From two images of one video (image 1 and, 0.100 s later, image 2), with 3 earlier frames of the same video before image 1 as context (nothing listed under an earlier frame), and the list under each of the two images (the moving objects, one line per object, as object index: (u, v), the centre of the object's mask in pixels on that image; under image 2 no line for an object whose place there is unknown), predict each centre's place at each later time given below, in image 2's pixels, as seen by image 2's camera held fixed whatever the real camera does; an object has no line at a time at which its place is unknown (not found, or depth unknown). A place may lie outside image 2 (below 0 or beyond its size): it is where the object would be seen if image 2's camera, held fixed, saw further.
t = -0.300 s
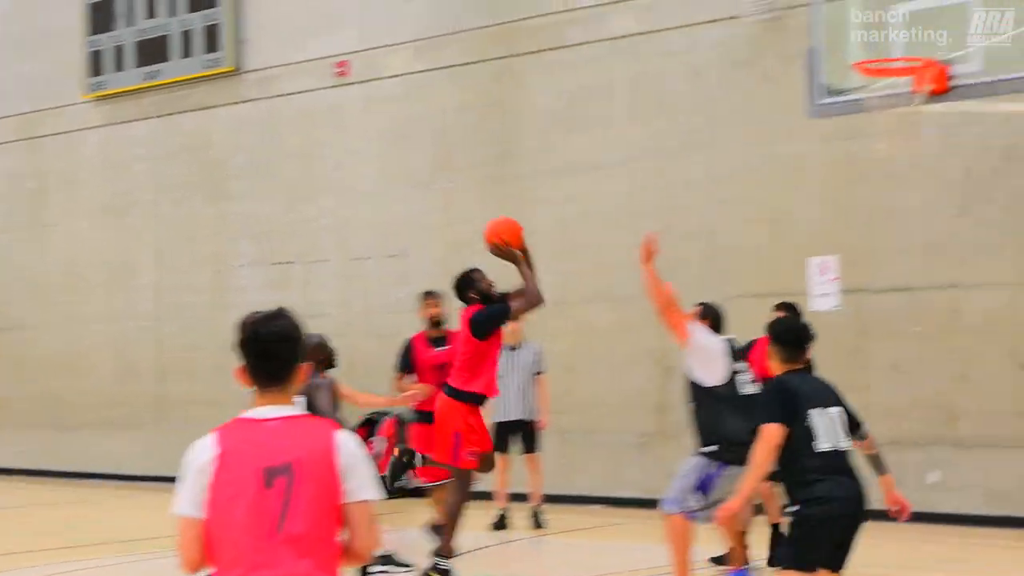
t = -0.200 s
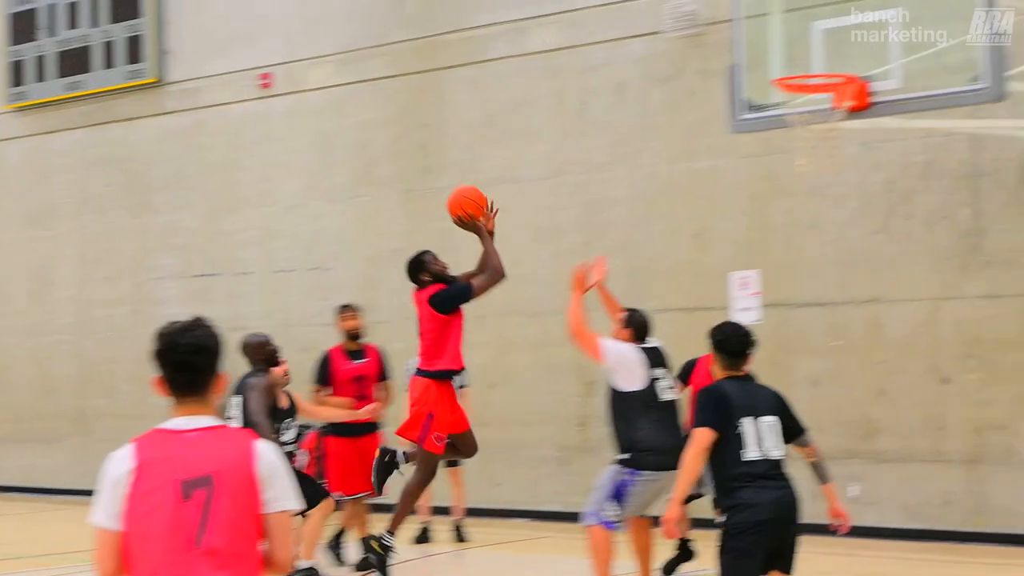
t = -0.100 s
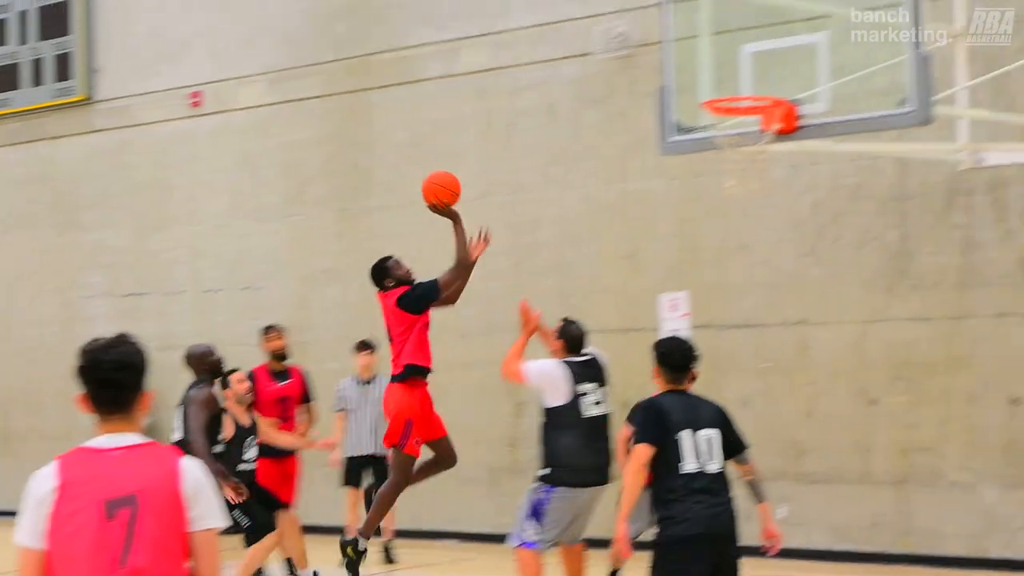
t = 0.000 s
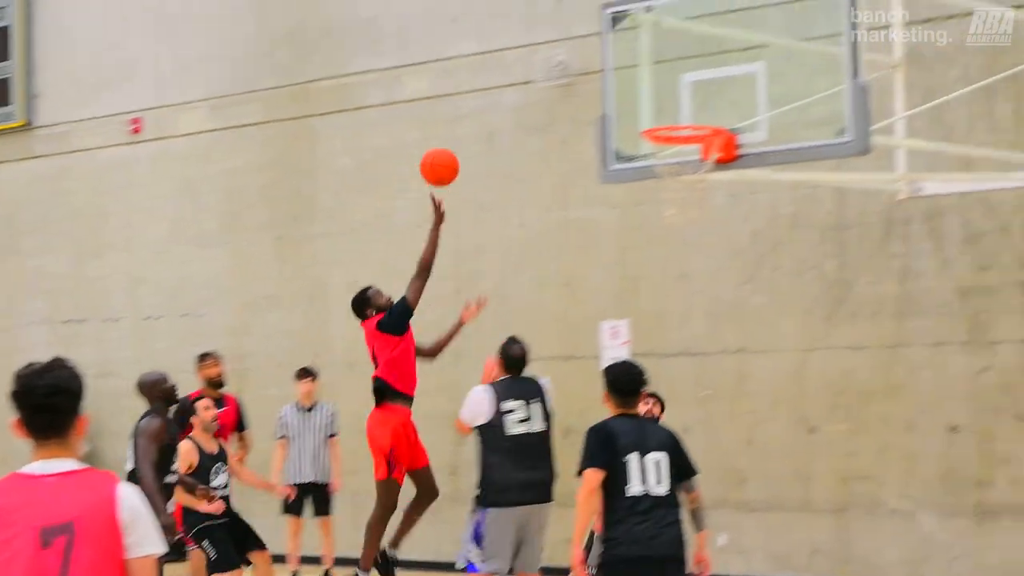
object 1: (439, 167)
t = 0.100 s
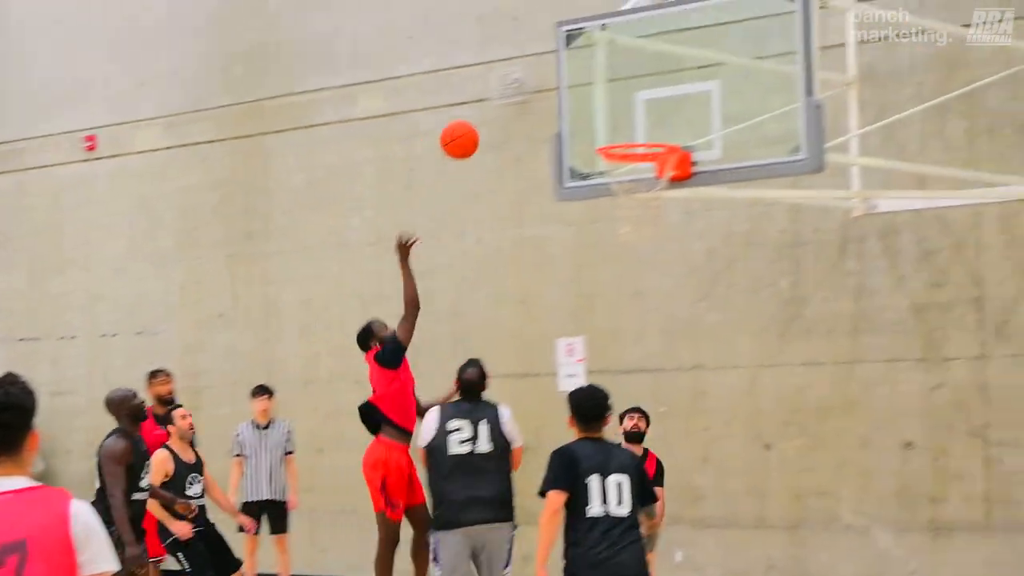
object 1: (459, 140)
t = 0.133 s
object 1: (481, 128)
